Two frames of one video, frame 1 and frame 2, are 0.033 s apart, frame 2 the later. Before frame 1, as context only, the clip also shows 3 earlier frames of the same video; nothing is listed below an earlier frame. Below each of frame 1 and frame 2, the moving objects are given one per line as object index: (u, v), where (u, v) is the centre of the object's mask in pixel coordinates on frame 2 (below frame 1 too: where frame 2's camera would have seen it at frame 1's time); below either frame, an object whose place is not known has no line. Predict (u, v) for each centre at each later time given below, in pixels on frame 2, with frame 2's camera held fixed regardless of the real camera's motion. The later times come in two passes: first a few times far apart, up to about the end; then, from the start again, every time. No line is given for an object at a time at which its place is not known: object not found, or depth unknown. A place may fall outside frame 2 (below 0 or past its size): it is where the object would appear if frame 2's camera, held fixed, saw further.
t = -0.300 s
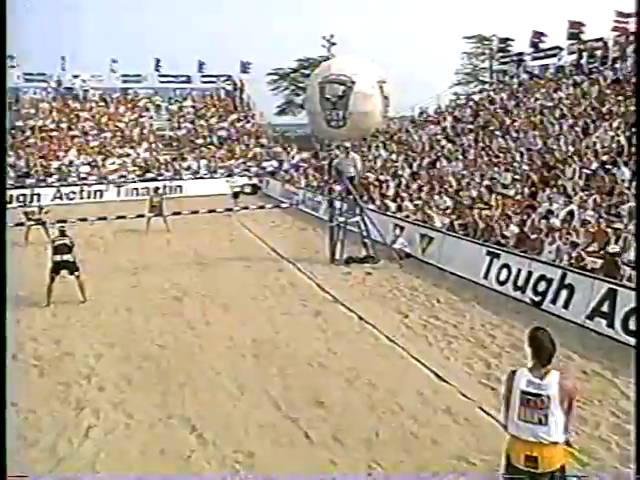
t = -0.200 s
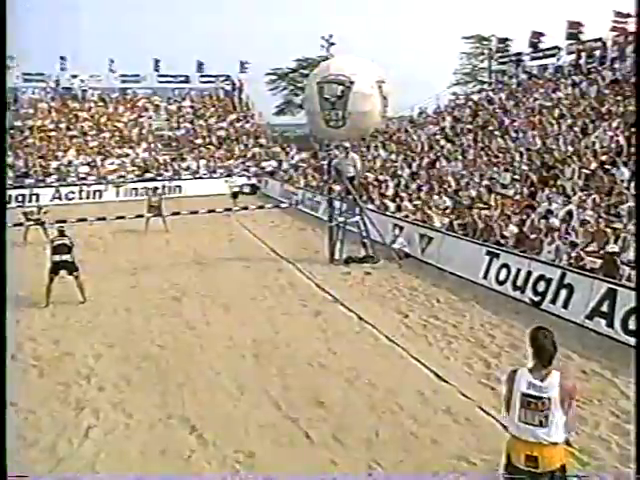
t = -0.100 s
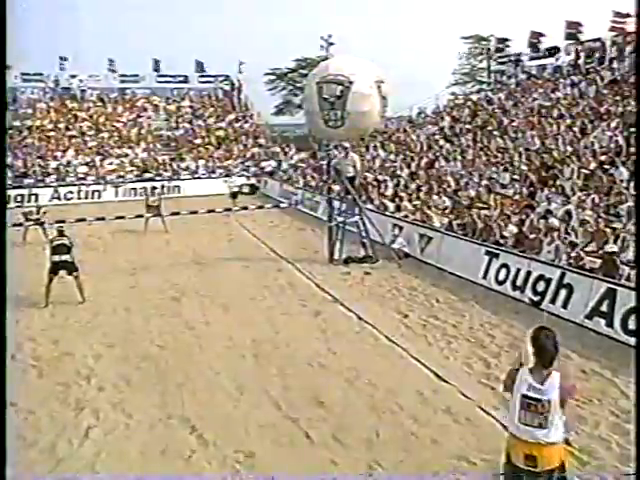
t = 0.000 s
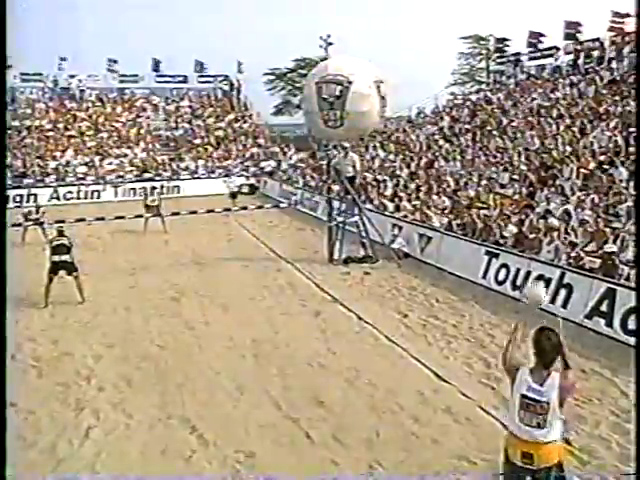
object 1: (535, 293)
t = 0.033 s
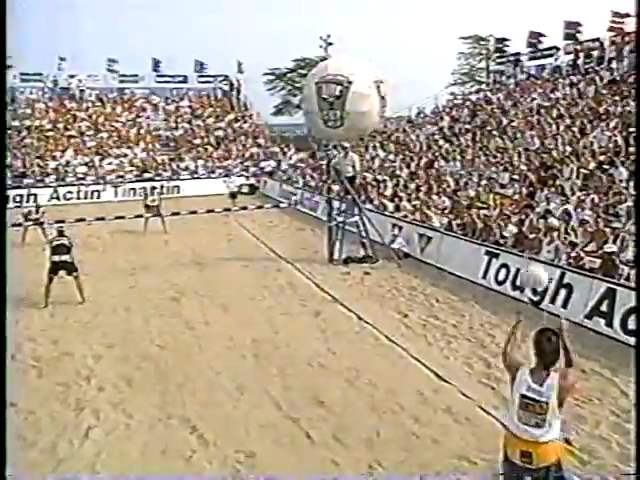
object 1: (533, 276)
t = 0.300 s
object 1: (541, 178)
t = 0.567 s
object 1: (544, 161)
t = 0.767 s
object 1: (543, 209)
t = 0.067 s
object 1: (535, 258)
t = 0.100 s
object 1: (537, 244)
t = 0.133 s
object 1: (537, 231)
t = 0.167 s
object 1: (539, 218)
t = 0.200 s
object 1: (539, 205)
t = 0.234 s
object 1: (540, 195)
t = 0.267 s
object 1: (540, 186)
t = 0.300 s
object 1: (541, 178)
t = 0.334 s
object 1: (541, 171)
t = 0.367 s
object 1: (541, 166)
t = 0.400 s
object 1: (541, 163)
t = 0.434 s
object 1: (543, 159)
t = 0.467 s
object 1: (543, 158)
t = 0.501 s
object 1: (543, 158)
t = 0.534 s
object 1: (543, 159)
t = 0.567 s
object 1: (544, 161)
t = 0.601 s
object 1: (544, 166)
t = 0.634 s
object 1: (544, 172)
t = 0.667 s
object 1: (543, 179)
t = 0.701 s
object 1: (543, 188)
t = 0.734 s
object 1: (543, 198)
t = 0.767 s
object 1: (543, 209)
